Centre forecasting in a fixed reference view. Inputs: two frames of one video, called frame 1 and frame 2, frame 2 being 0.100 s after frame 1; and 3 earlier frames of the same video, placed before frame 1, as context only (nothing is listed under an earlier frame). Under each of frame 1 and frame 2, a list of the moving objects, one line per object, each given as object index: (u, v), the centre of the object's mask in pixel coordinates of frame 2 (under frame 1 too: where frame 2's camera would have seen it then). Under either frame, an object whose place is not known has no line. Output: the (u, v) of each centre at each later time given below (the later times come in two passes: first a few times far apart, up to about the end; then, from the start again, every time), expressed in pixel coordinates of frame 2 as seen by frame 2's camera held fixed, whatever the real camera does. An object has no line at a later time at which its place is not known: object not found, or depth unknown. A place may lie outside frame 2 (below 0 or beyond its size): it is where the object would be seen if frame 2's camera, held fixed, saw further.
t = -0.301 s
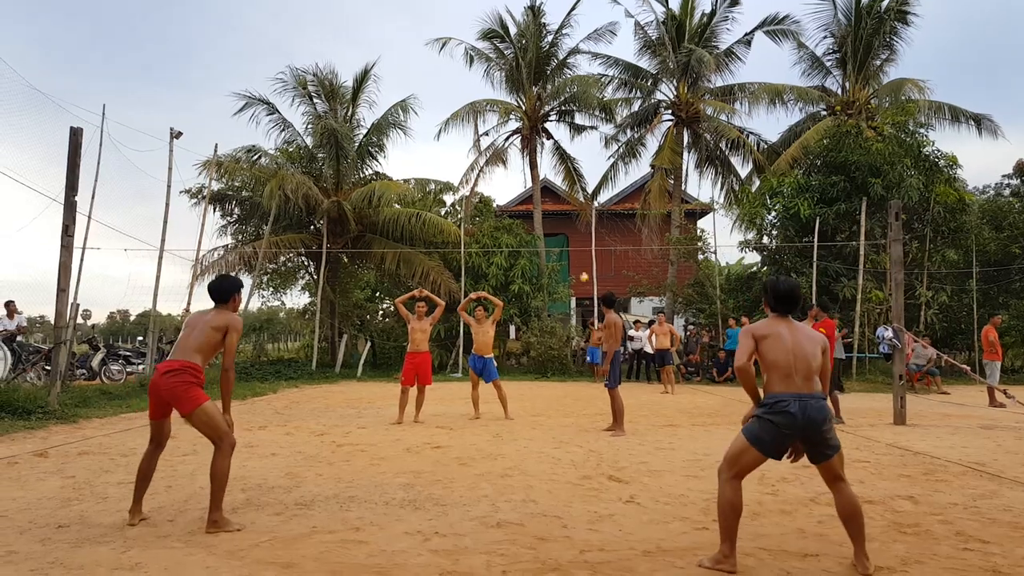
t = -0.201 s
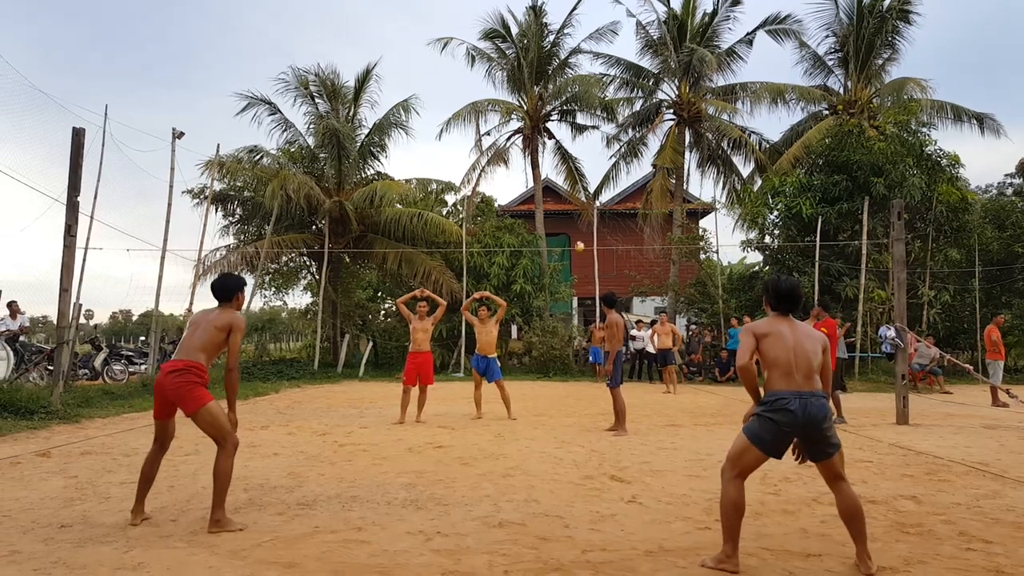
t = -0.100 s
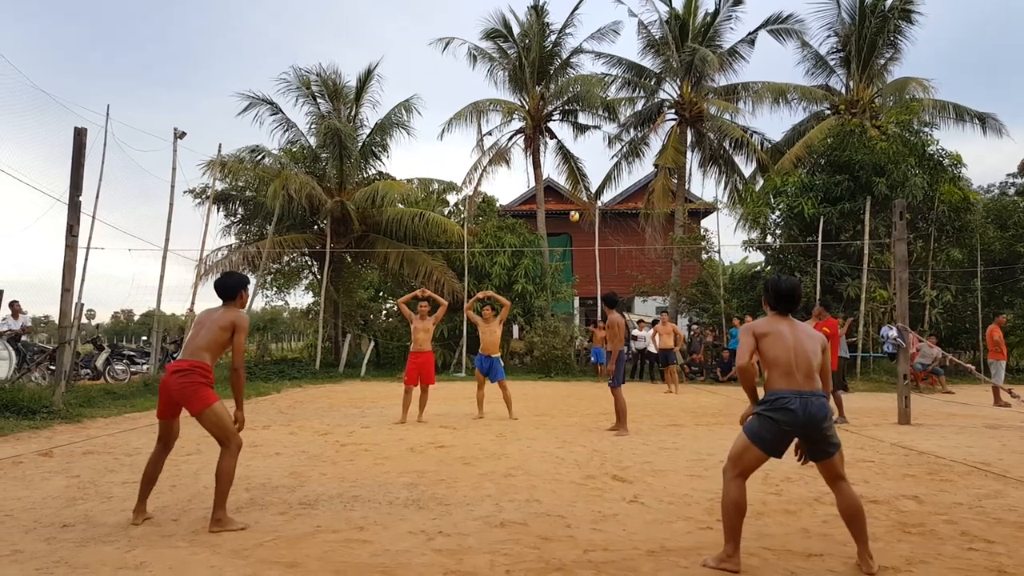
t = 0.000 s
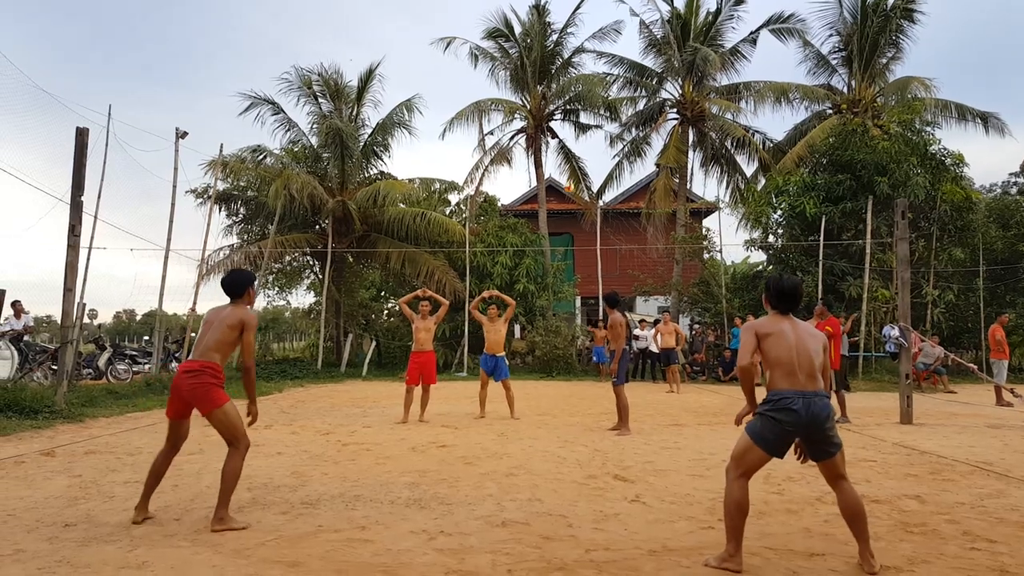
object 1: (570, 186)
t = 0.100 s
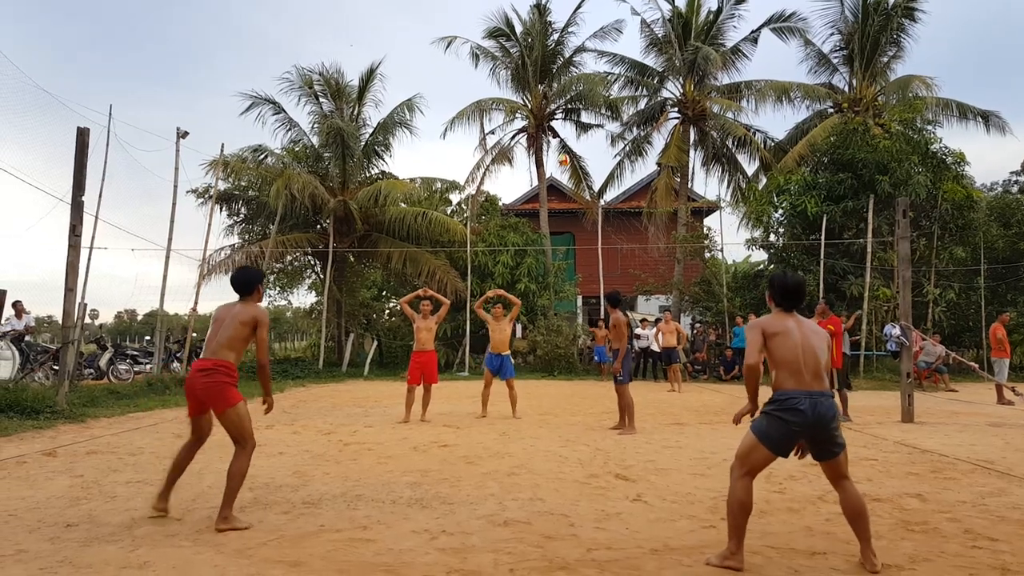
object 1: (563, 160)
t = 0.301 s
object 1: (551, 111)
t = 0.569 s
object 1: (532, 64)
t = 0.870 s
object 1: (493, 75)
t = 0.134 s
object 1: (562, 152)
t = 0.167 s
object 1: (559, 143)
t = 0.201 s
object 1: (557, 135)
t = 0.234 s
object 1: (555, 127)
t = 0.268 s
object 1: (553, 118)
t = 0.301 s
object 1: (551, 111)
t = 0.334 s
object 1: (549, 104)
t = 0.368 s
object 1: (547, 96)
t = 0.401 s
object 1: (545, 90)
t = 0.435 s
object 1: (542, 83)
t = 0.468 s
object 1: (540, 77)
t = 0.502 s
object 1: (537, 72)
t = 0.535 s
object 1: (535, 68)
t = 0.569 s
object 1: (532, 64)
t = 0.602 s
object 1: (529, 61)
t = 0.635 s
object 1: (525, 59)
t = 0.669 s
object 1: (522, 57)
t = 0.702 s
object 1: (518, 56)
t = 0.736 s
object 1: (514, 57)
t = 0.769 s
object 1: (510, 58)
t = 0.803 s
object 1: (504, 62)
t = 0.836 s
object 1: (499, 68)
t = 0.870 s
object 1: (493, 75)
